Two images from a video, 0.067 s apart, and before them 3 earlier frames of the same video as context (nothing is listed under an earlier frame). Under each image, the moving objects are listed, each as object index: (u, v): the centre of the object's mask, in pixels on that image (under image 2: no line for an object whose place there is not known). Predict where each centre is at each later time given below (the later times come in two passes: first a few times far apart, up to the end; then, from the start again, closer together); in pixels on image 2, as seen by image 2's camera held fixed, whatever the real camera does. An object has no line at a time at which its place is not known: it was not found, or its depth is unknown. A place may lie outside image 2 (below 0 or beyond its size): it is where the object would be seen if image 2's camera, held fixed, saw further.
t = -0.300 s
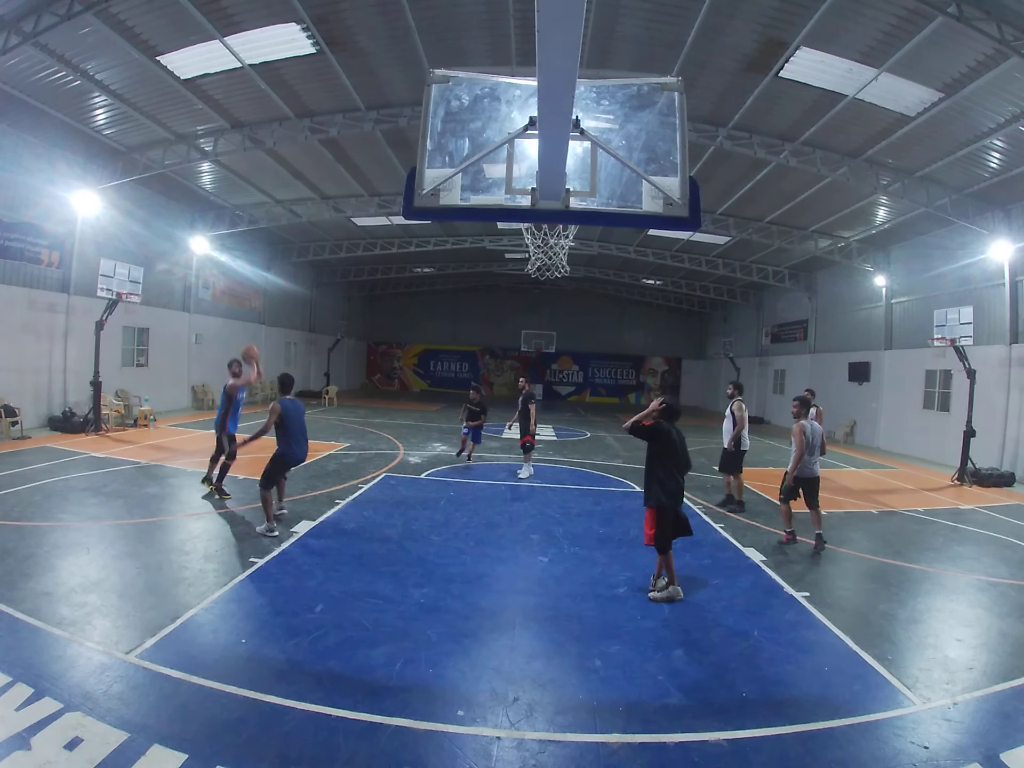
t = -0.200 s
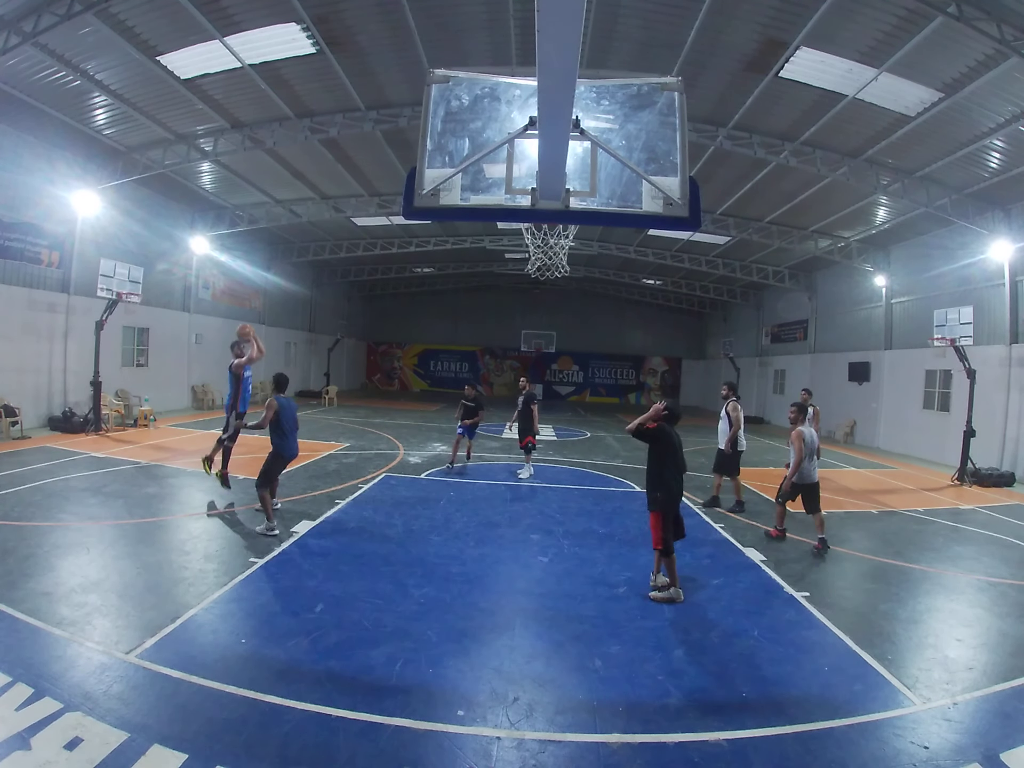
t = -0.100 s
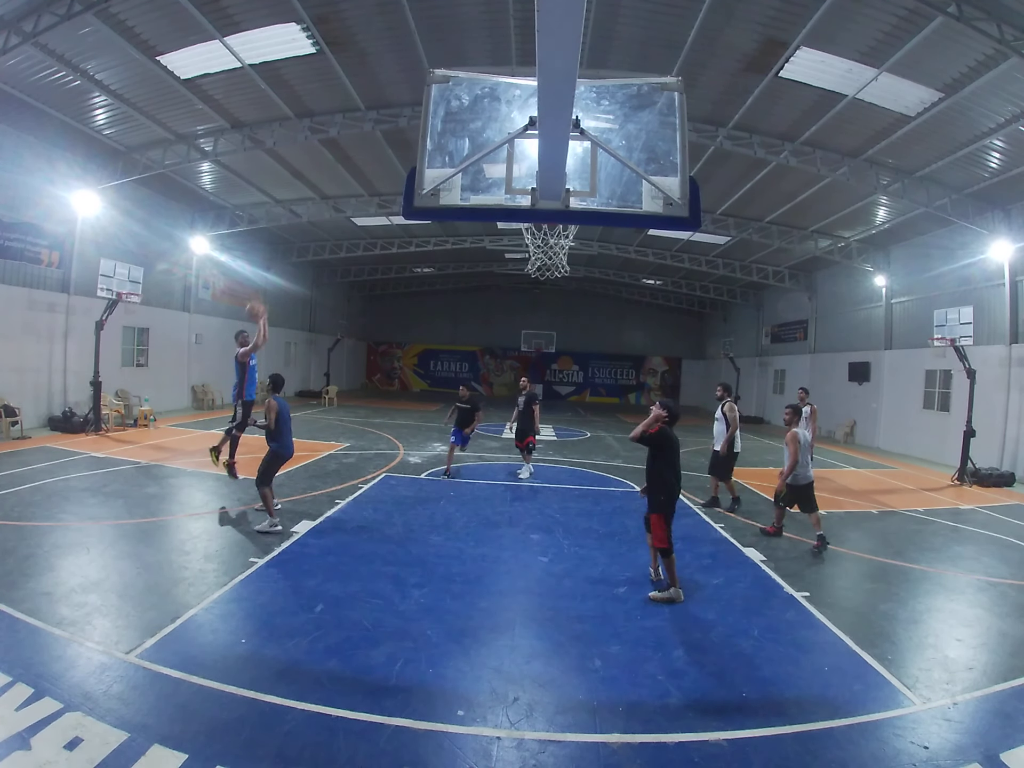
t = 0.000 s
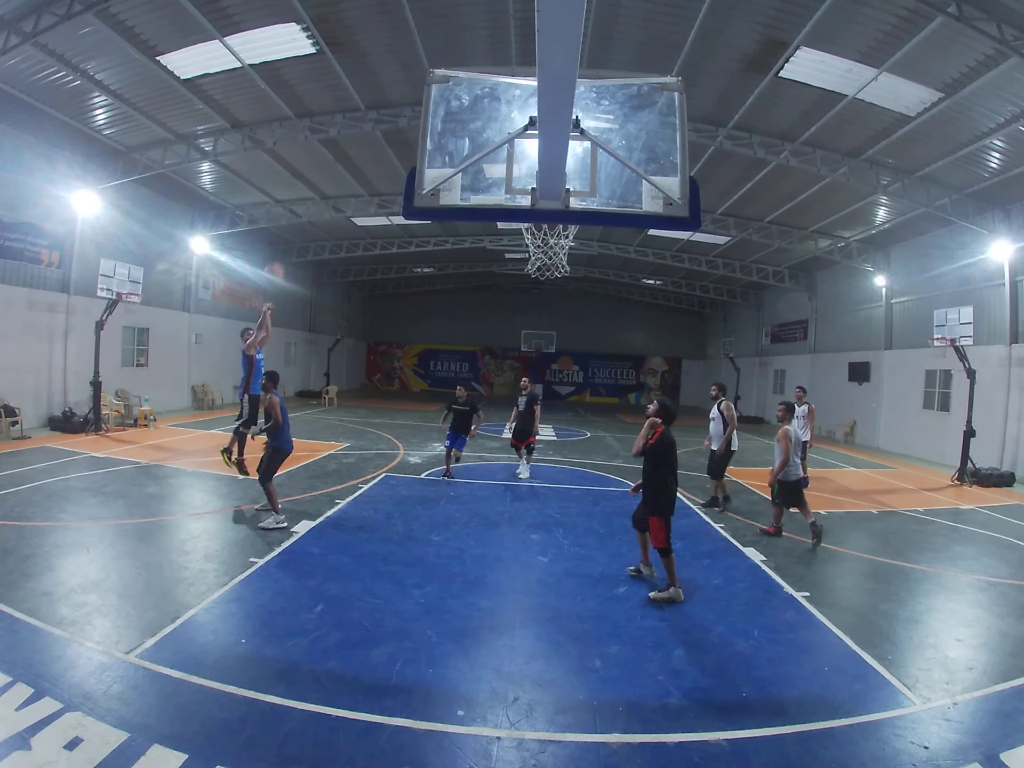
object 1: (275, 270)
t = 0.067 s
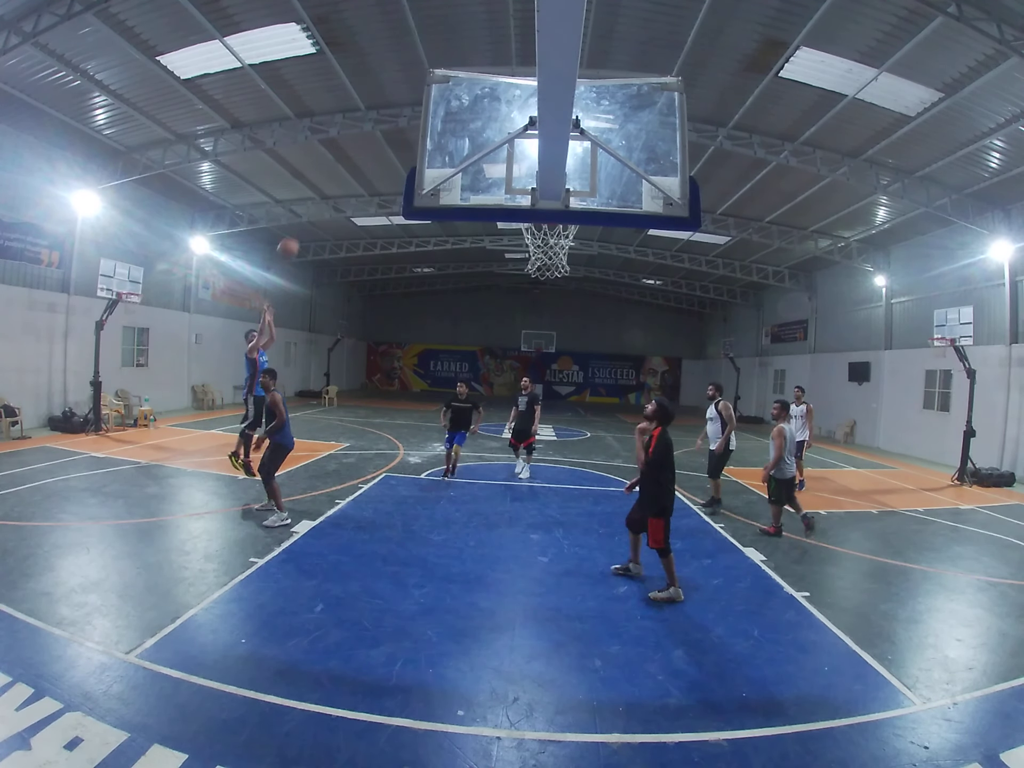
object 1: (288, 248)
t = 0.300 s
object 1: (346, 179)
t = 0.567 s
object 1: (414, 148)
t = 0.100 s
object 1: (296, 236)
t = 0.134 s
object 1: (305, 224)
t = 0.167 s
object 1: (312, 215)
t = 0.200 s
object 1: (320, 205)
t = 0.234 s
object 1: (328, 196)
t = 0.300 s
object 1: (346, 179)
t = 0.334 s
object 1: (355, 173)
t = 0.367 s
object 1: (364, 166)
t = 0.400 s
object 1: (372, 161)
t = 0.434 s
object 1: (382, 156)
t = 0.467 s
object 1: (392, 153)
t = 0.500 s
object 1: (402, 150)
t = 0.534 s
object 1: (409, 149)
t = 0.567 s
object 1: (414, 148)
